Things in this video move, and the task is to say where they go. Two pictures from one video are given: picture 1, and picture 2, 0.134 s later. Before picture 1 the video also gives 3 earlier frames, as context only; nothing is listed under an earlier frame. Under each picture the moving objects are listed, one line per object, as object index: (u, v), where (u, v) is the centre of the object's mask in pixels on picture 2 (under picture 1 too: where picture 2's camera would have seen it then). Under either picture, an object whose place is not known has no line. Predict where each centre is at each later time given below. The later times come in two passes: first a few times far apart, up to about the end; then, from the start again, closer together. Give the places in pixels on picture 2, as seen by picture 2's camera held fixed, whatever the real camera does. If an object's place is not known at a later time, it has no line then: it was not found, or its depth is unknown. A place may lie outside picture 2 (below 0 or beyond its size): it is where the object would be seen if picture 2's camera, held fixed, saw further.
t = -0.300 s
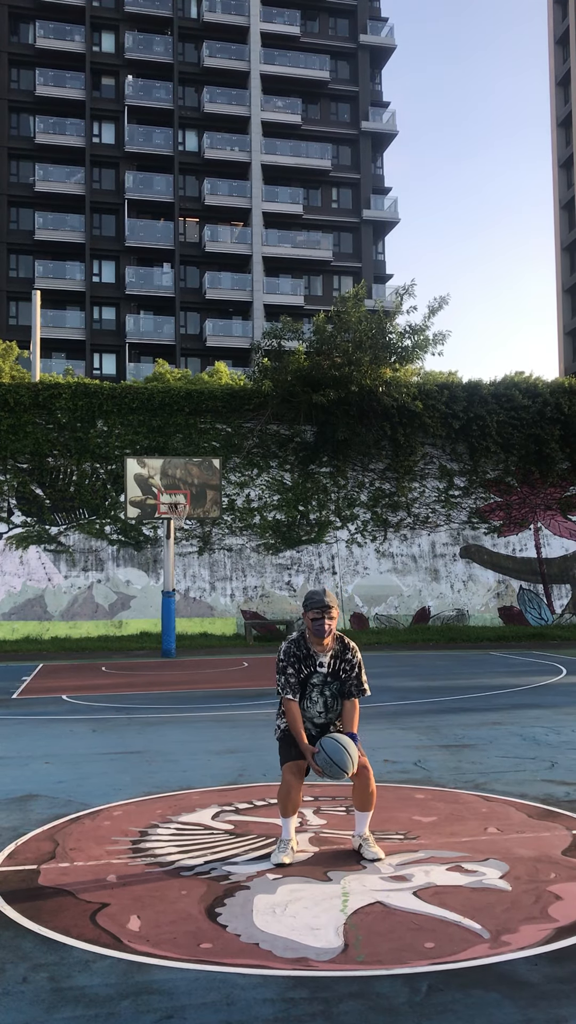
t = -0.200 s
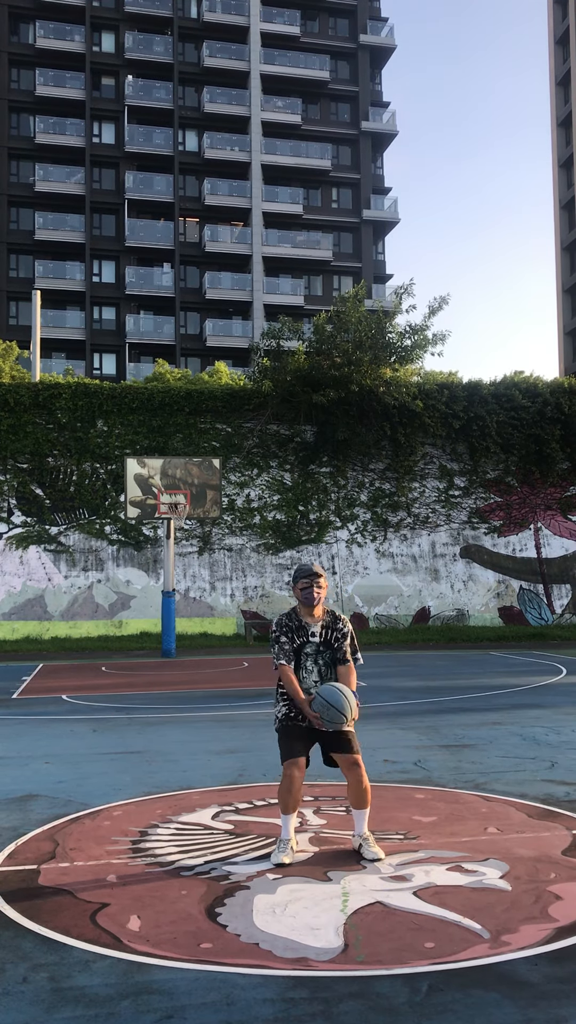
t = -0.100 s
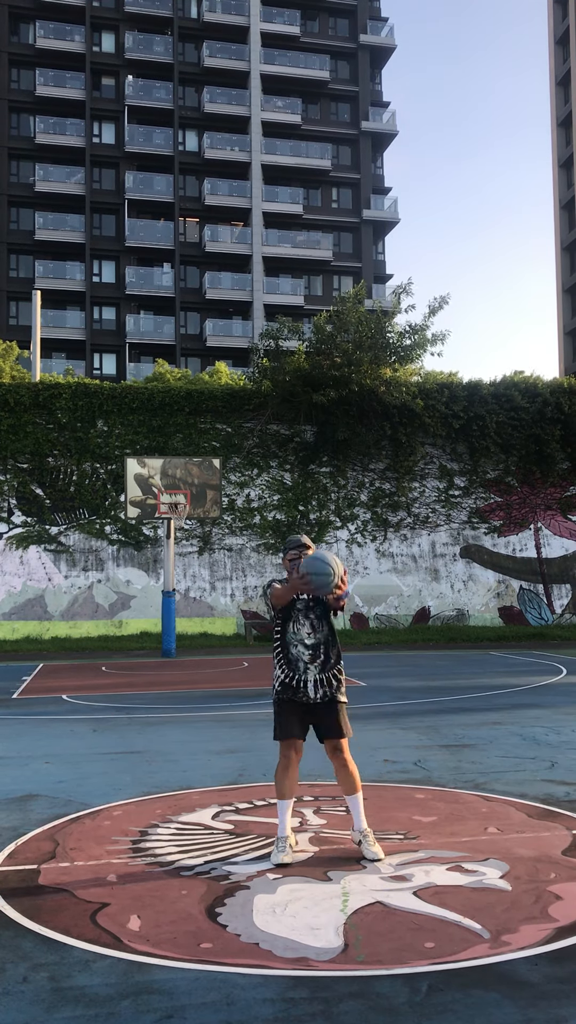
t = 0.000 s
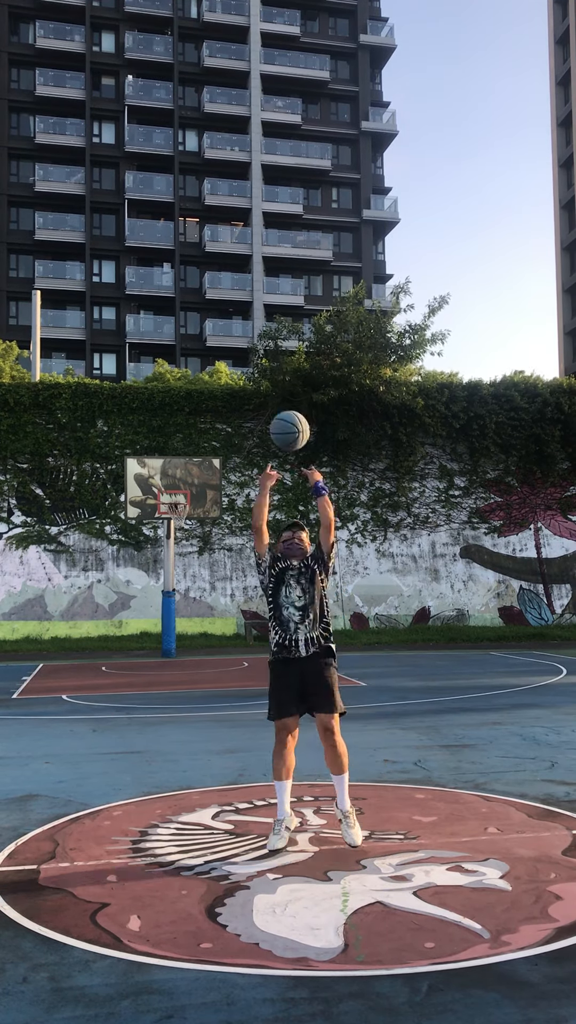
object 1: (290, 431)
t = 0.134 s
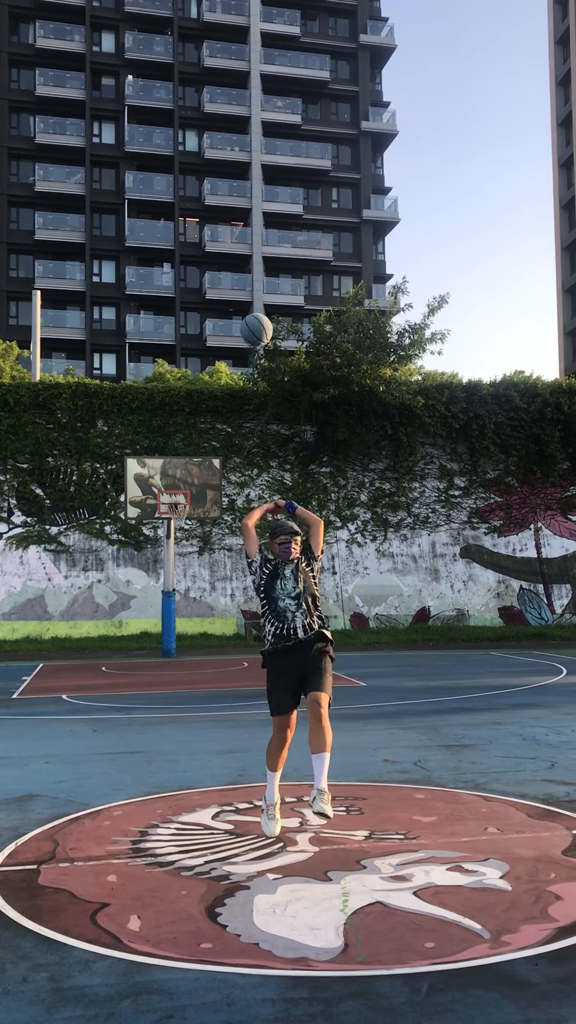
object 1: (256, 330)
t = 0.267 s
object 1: (234, 278)
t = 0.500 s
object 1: (210, 253)
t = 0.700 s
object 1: (197, 269)
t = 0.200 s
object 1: (244, 300)
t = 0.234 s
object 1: (239, 288)
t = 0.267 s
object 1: (234, 278)
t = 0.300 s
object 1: (230, 270)
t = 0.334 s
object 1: (226, 264)
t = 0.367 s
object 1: (222, 260)
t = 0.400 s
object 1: (219, 257)
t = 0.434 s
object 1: (215, 254)
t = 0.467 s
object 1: (213, 253)
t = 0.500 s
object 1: (210, 253)
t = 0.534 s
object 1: (208, 254)
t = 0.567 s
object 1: (205, 256)
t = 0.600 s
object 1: (203, 258)
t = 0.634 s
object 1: (201, 261)
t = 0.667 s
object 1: (199, 265)
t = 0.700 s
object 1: (197, 269)
